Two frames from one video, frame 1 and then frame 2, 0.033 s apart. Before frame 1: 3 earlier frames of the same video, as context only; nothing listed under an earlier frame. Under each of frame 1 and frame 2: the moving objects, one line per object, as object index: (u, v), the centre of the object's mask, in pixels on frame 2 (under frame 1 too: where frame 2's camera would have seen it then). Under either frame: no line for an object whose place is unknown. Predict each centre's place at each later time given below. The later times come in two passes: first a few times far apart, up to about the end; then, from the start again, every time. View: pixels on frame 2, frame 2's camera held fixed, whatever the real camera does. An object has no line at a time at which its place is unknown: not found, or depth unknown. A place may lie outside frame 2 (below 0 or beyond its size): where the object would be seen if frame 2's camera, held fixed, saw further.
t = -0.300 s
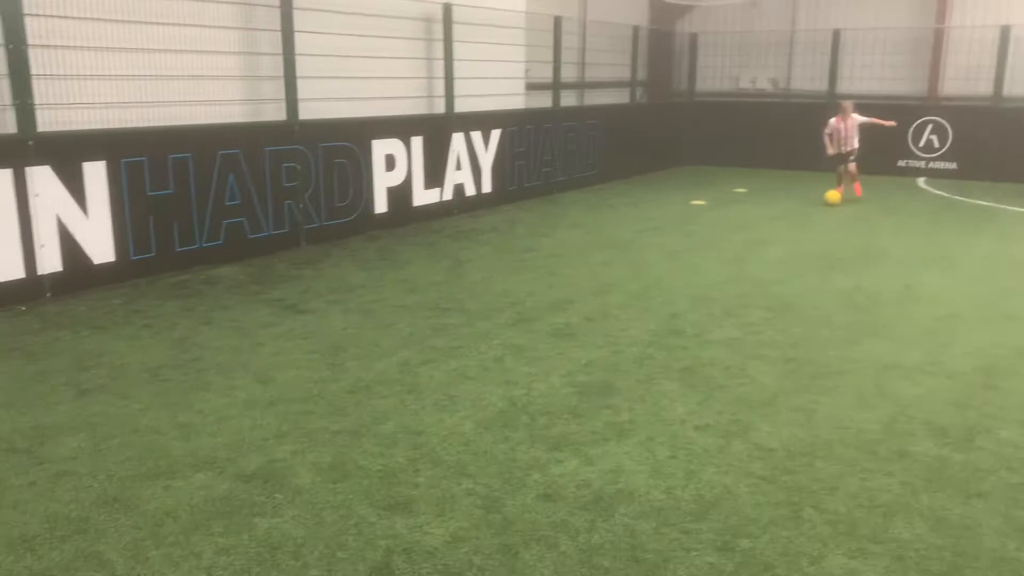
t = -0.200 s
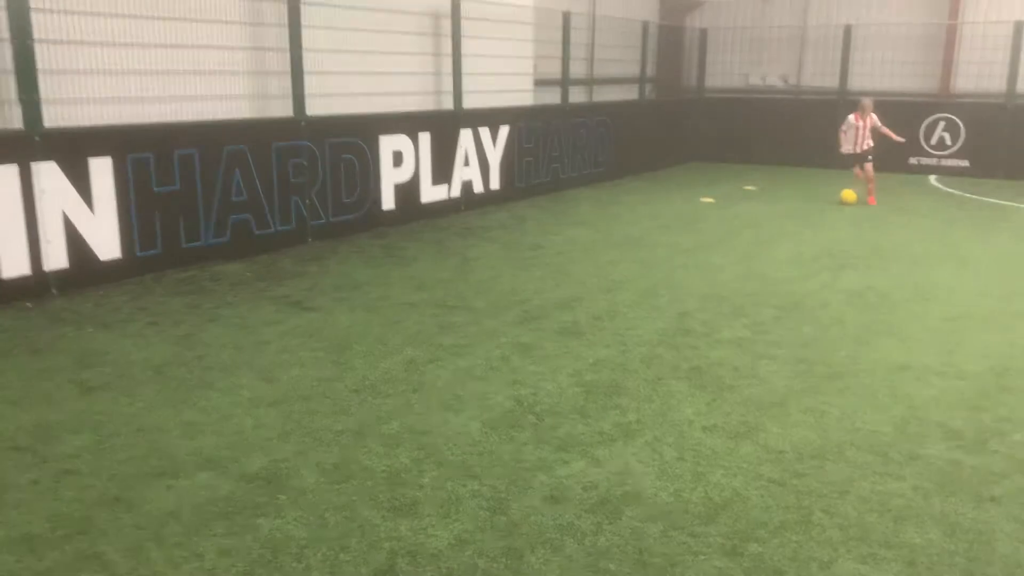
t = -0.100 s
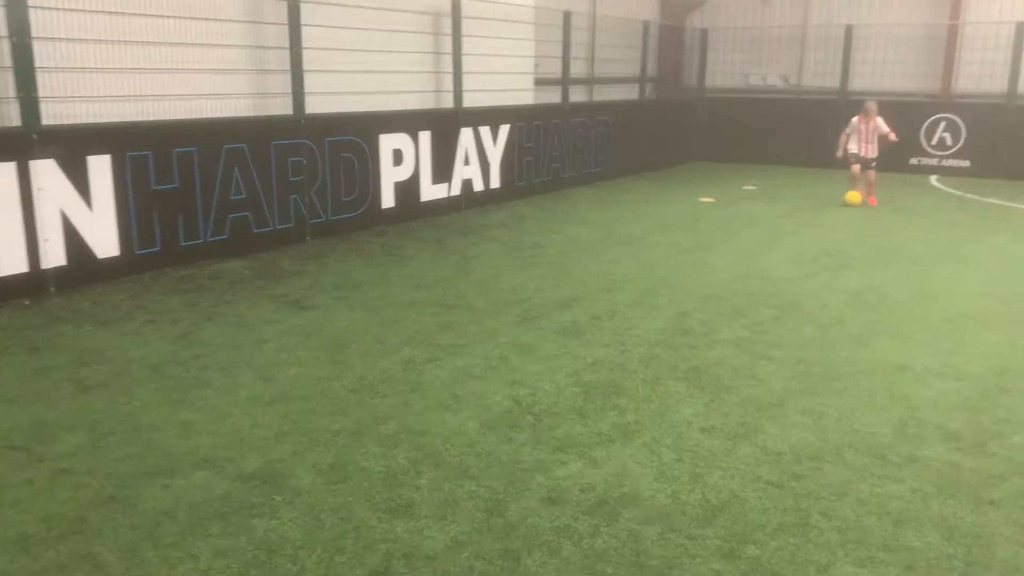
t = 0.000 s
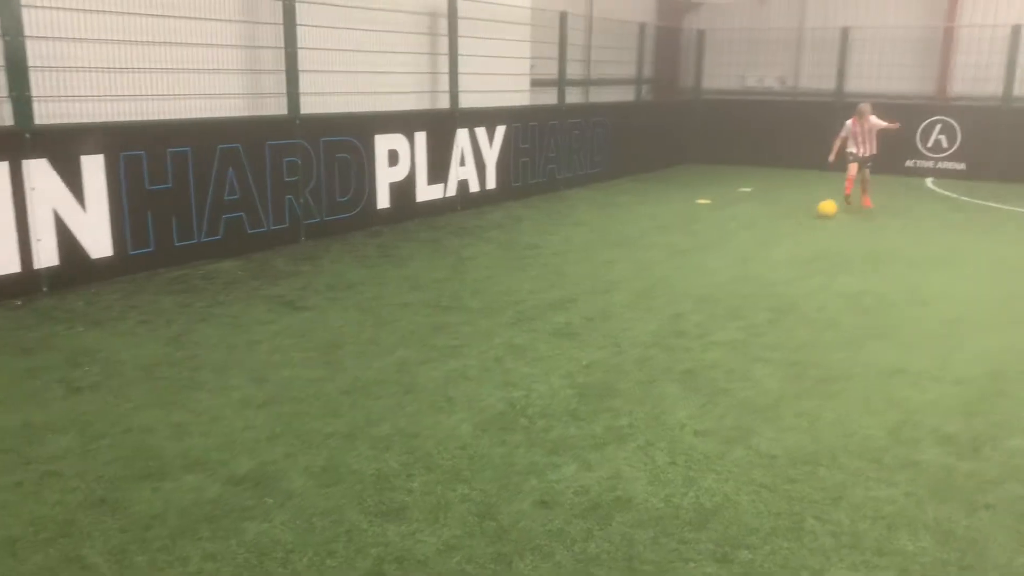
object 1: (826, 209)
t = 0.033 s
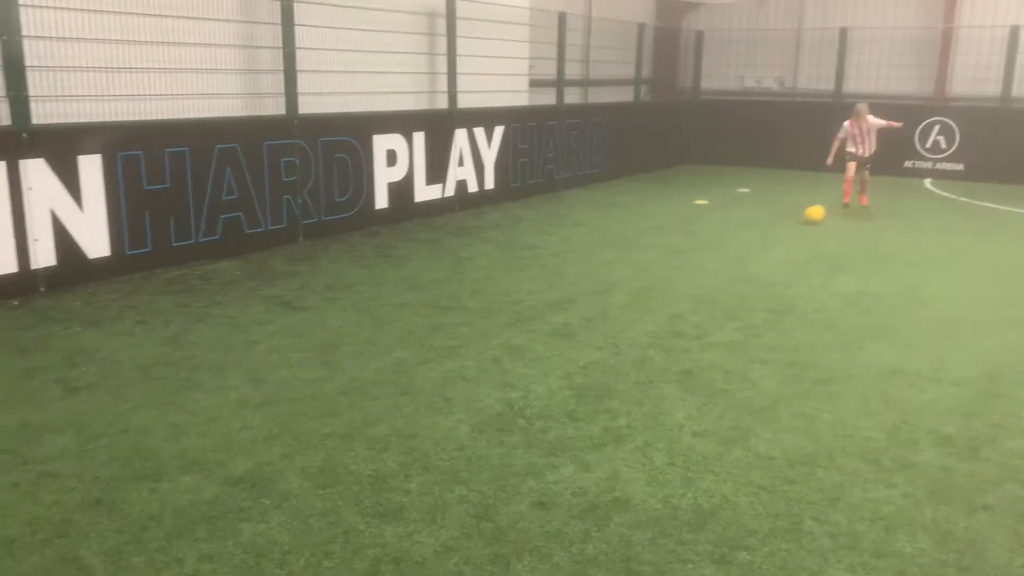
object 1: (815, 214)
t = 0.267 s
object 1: (733, 243)
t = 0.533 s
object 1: (606, 290)
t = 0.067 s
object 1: (804, 217)
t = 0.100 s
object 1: (794, 221)
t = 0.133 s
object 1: (782, 226)
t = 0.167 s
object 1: (770, 230)
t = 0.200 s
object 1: (758, 233)
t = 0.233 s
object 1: (746, 237)
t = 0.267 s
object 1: (733, 243)
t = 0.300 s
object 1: (718, 249)
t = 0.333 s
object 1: (704, 255)
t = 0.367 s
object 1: (689, 260)
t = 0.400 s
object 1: (674, 267)
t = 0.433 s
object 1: (657, 272)
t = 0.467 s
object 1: (642, 277)
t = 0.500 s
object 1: (624, 285)
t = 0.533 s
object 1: (606, 290)
